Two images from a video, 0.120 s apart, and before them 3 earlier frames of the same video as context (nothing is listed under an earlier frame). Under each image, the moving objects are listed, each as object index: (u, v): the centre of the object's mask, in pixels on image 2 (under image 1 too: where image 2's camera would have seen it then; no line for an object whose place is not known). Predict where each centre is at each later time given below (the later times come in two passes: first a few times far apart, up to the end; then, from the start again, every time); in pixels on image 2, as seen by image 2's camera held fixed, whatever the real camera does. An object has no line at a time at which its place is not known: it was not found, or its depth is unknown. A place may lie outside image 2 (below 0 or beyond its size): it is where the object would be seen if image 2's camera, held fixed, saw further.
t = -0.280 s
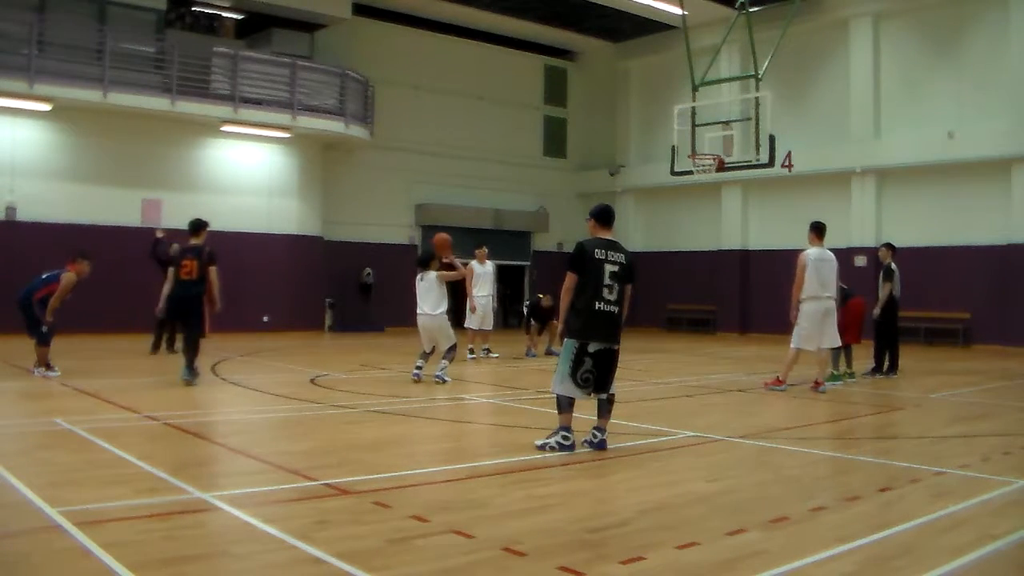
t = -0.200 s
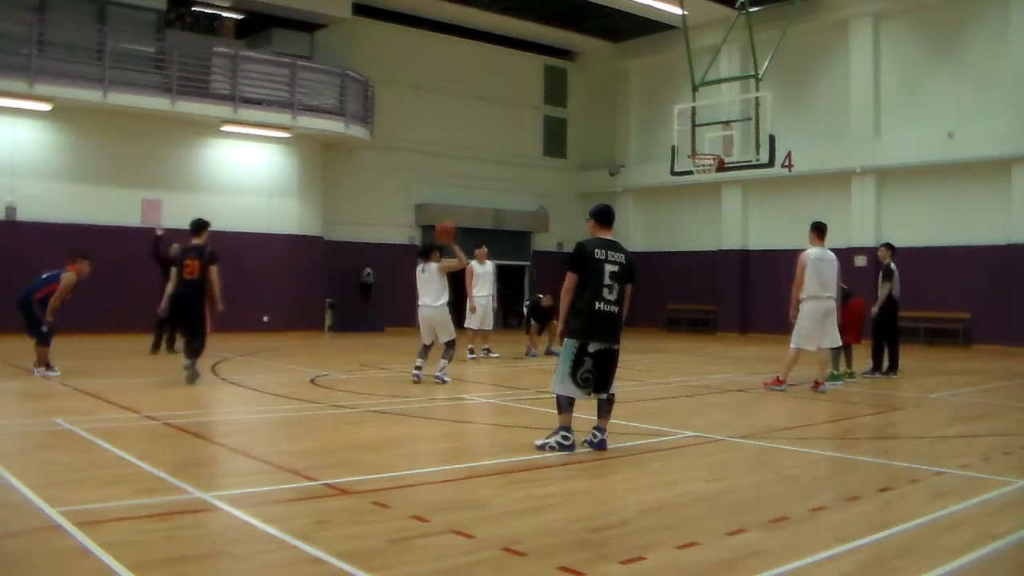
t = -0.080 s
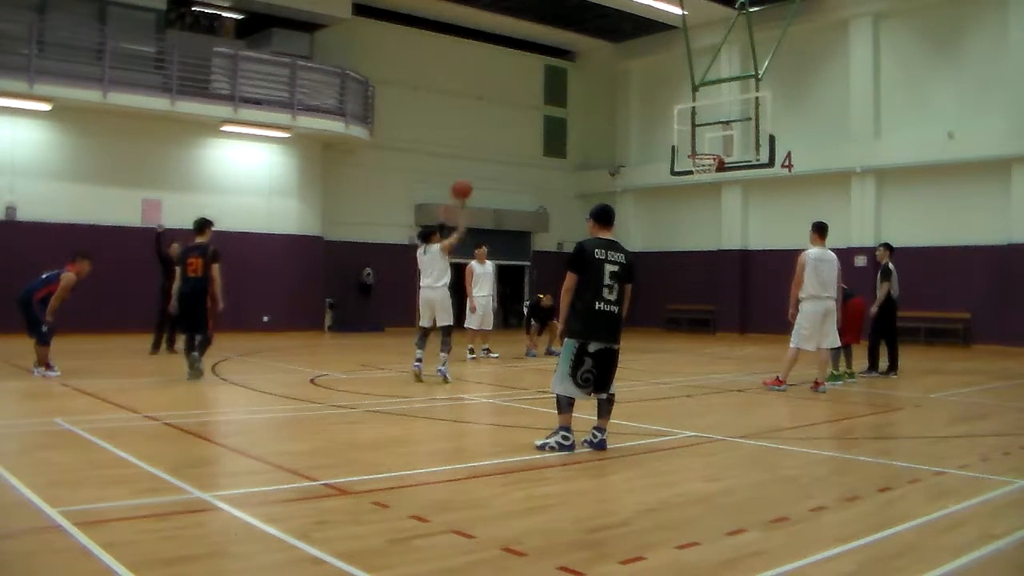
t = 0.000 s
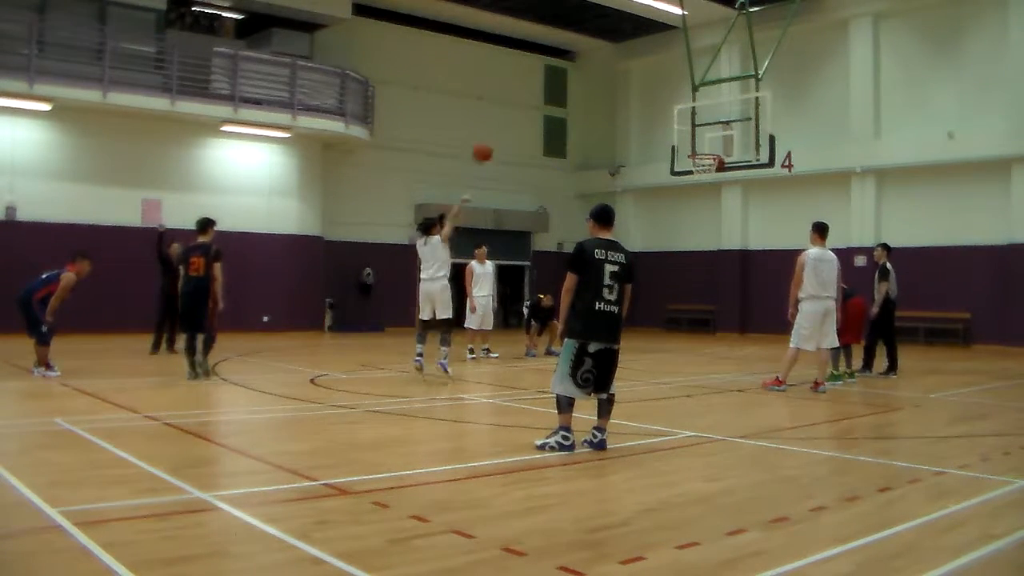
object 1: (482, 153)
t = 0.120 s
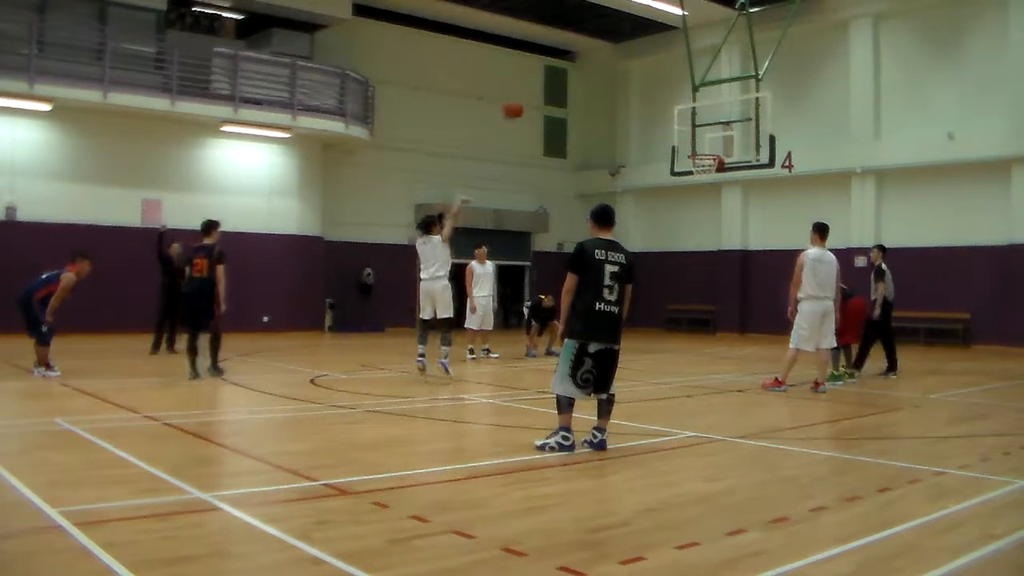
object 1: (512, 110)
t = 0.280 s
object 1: (550, 70)
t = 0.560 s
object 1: (604, 58)
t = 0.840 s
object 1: (652, 99)
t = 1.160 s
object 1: (647, 152)
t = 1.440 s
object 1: (570, 187)
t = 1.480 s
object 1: (559, 198)
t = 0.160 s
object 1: (522, 99)
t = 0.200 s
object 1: (531, 89)
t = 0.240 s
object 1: (542, 80)
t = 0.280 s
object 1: (550, 70)
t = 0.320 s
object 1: (557, 66)
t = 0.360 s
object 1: (566, 62)
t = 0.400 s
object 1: (573, 59)
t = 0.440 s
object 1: (583, 56)
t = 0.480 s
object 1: (590, 56)
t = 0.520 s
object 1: (598, 57)
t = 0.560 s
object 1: (604, 58)
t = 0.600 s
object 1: (611, 60)
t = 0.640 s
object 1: (618, 64)
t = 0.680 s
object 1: (627, 70)
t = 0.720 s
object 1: (634, 76)
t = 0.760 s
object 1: (640, 83)
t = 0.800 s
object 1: (646, 90)
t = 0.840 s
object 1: (652, 99)
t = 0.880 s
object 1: (659, 109)
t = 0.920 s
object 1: (665, 120)
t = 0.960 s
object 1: (672, 130)
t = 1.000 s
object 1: (678, 142)
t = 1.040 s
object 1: (680, 152)
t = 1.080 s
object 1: (669, 151)
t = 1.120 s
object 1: (658, 151)
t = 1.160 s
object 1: (647, 152)
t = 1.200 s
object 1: (635, 154)
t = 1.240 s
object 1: (625, 159)
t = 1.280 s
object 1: (613, 161)
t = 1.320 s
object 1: (603, 164)
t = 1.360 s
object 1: (592, 172)
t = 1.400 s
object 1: (581, 178)
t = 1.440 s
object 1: (570, 187)
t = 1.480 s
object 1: (559, 198)
